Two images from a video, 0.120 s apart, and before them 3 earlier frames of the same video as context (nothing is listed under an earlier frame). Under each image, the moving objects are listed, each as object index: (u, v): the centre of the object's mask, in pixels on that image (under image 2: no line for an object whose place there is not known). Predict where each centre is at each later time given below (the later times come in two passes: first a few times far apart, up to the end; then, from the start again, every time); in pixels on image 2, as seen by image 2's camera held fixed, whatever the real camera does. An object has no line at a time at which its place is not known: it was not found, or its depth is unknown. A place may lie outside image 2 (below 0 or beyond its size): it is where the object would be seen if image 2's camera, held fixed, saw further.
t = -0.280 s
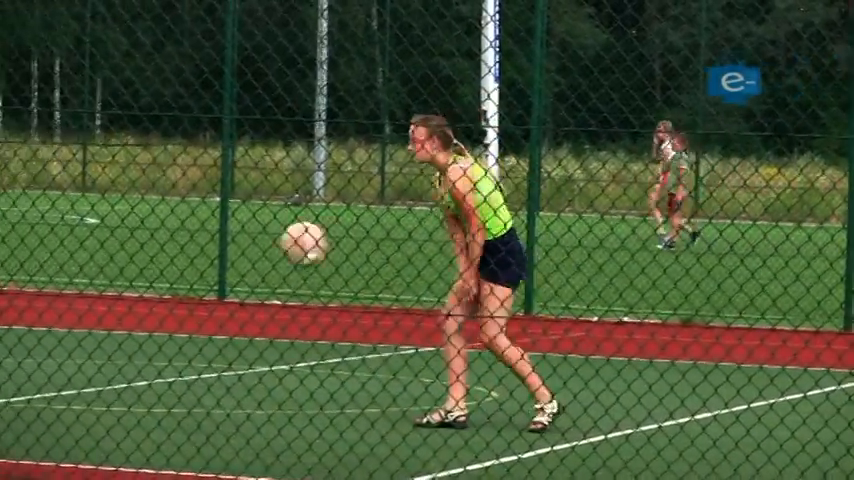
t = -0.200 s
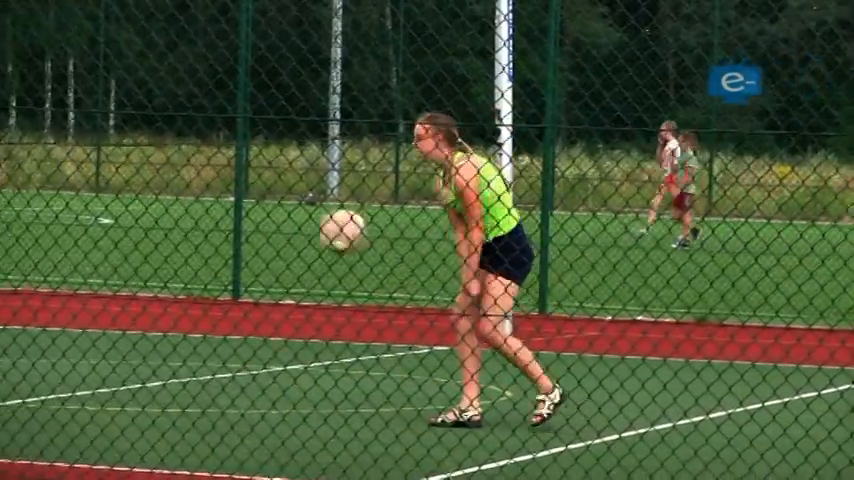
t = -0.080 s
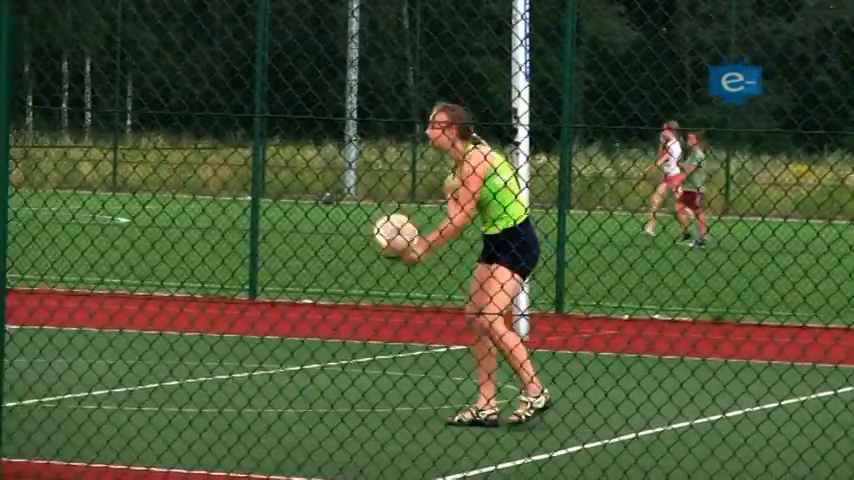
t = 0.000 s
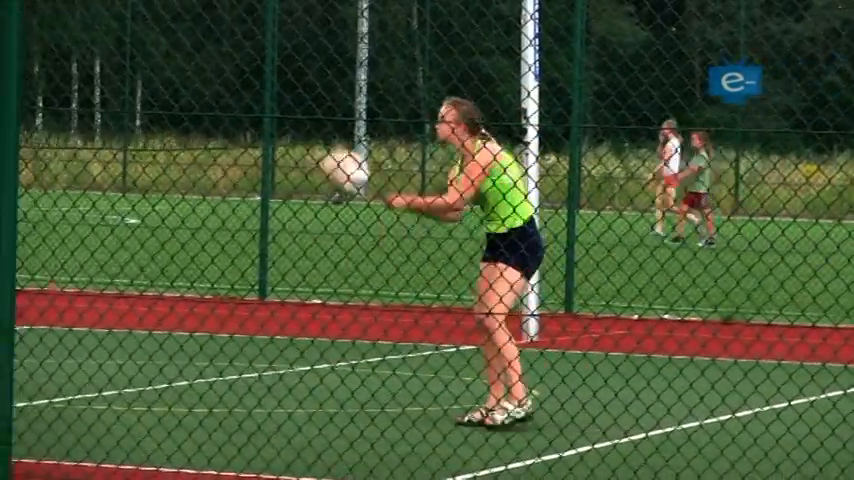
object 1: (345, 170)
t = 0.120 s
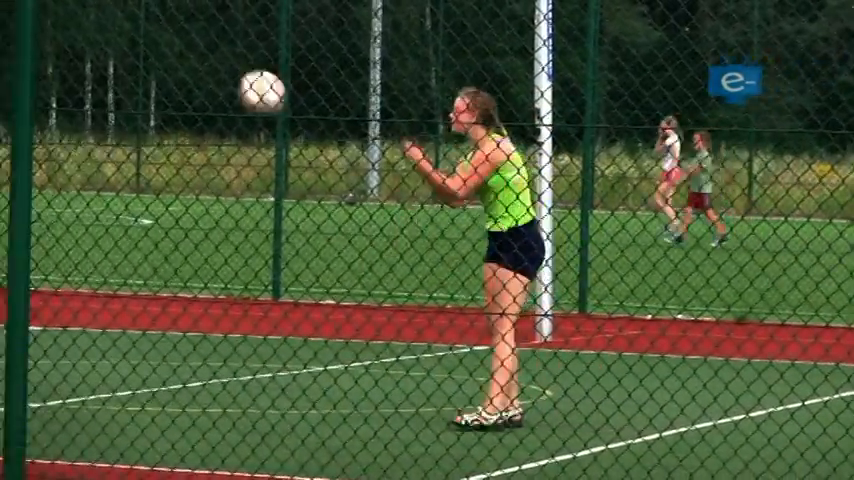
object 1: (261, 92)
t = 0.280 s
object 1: (137, 34)
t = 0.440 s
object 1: (5, 26)
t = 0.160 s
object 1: (230, 73)
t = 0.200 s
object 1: (199, 57)
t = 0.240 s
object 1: (168, 44)
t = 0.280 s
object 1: (137, 34)
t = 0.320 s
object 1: (106, 28)
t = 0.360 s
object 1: (76, 26)
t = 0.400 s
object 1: (51, 26)
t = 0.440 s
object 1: (5, 26)
